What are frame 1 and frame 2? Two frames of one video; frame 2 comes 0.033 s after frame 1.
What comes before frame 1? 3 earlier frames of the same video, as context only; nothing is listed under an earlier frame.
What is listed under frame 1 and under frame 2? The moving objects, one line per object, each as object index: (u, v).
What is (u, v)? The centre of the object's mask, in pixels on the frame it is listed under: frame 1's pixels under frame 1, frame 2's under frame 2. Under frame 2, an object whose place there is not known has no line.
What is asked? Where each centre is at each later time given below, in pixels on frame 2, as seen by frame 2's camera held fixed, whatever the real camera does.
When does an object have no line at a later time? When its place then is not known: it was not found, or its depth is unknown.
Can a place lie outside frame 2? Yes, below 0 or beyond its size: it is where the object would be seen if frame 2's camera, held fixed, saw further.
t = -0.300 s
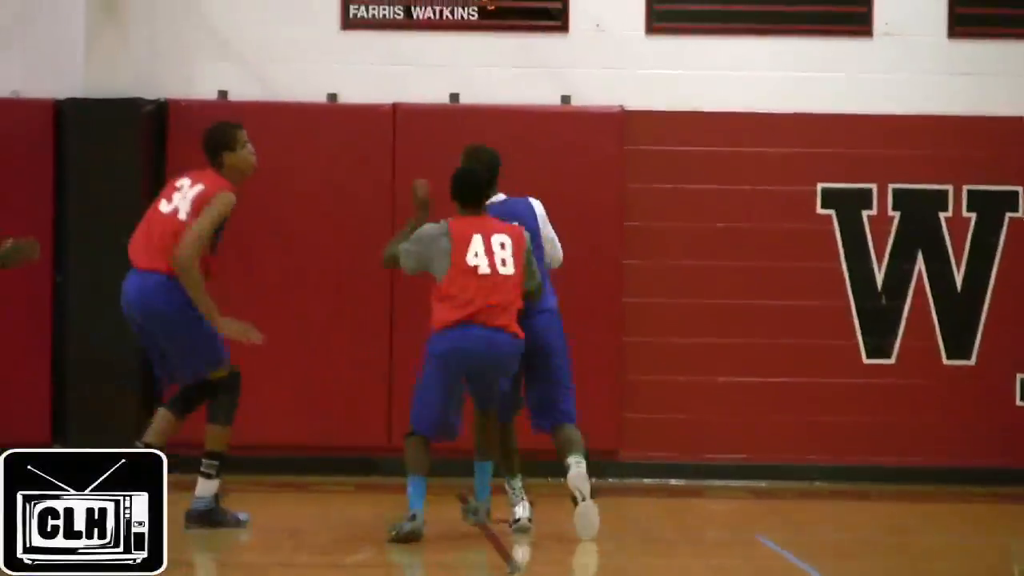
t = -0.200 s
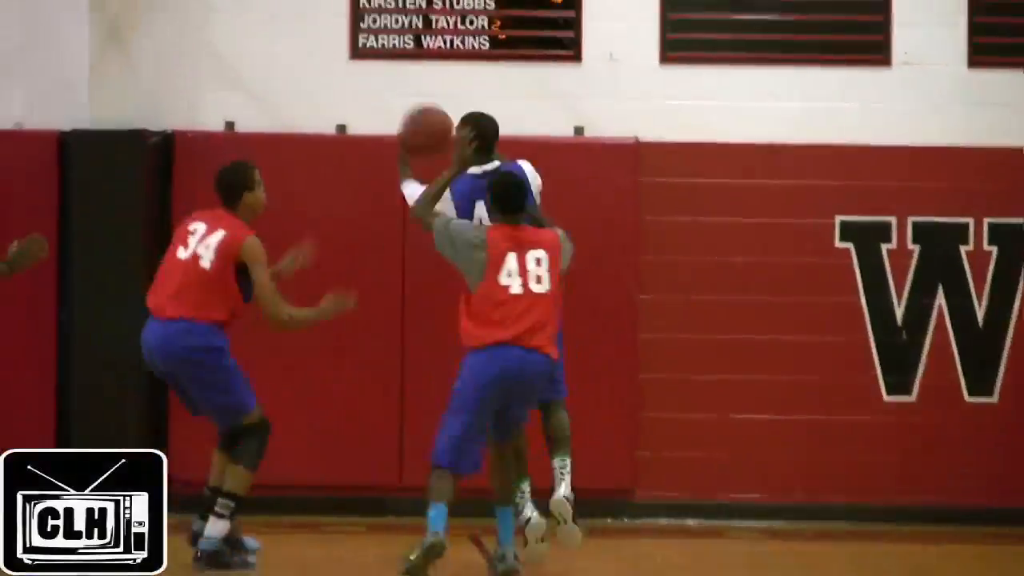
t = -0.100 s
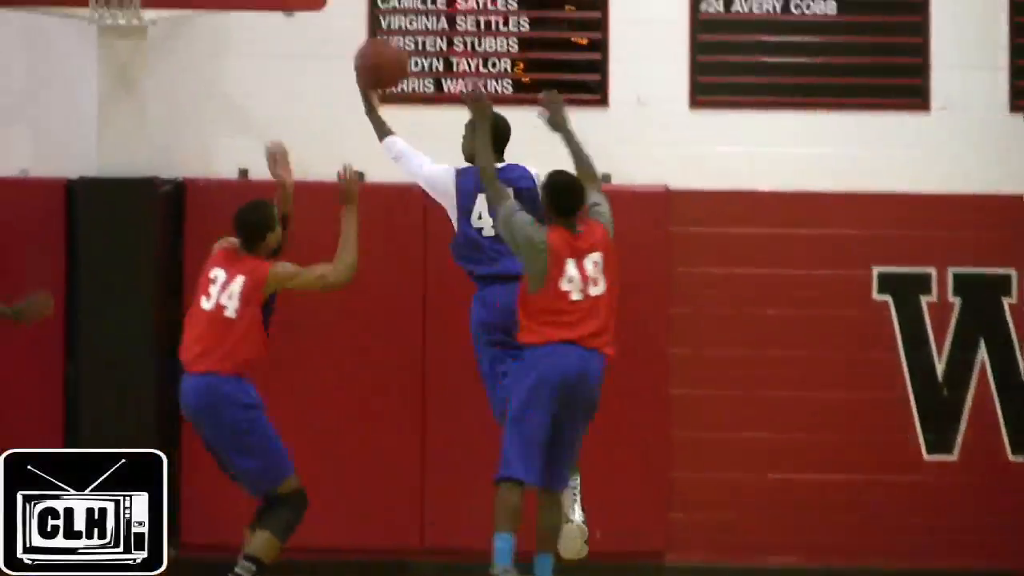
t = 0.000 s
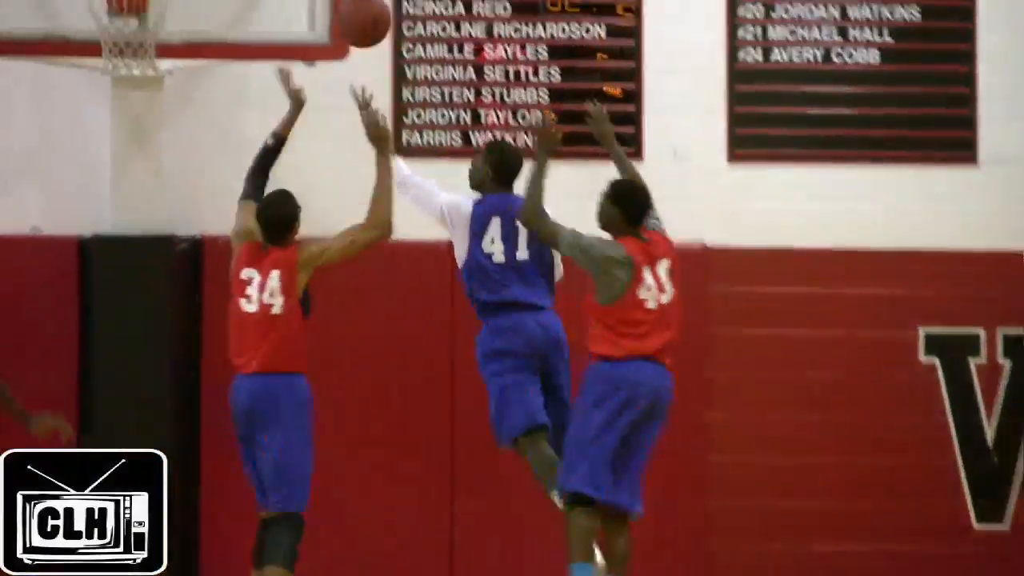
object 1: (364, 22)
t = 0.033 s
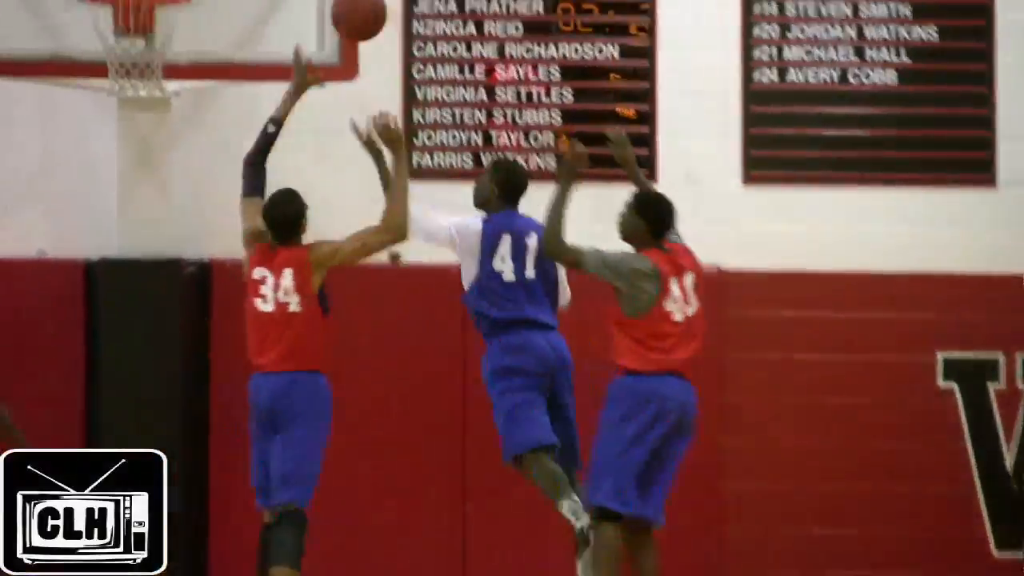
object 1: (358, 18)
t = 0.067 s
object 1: (344, -5)
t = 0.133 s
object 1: (314, -45)
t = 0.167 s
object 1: (298, -61)
